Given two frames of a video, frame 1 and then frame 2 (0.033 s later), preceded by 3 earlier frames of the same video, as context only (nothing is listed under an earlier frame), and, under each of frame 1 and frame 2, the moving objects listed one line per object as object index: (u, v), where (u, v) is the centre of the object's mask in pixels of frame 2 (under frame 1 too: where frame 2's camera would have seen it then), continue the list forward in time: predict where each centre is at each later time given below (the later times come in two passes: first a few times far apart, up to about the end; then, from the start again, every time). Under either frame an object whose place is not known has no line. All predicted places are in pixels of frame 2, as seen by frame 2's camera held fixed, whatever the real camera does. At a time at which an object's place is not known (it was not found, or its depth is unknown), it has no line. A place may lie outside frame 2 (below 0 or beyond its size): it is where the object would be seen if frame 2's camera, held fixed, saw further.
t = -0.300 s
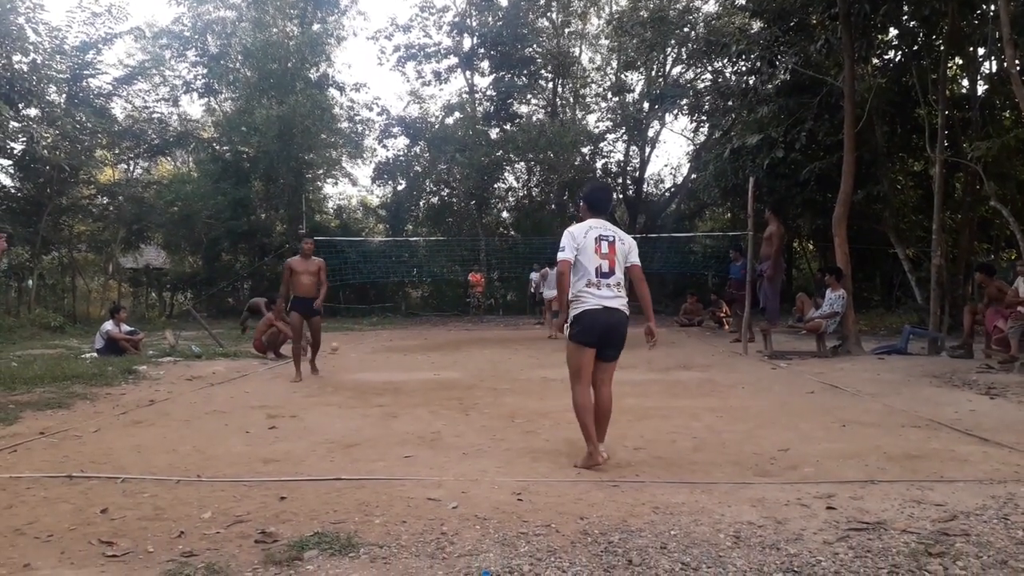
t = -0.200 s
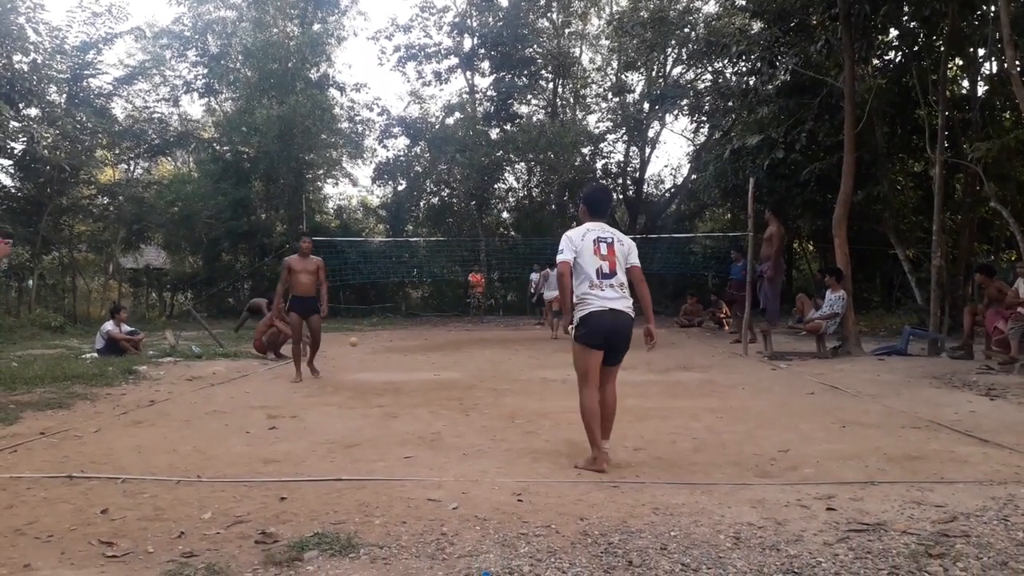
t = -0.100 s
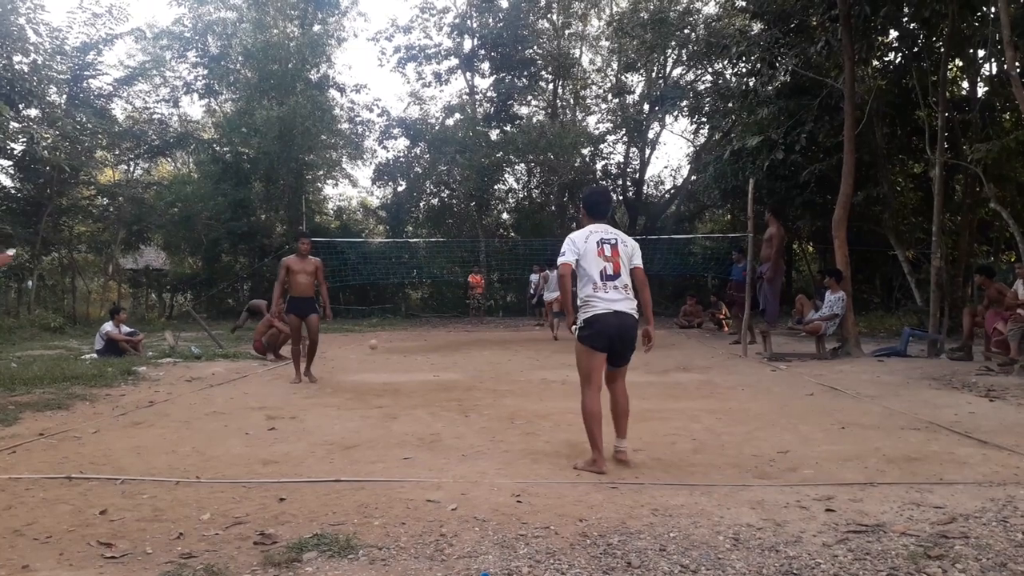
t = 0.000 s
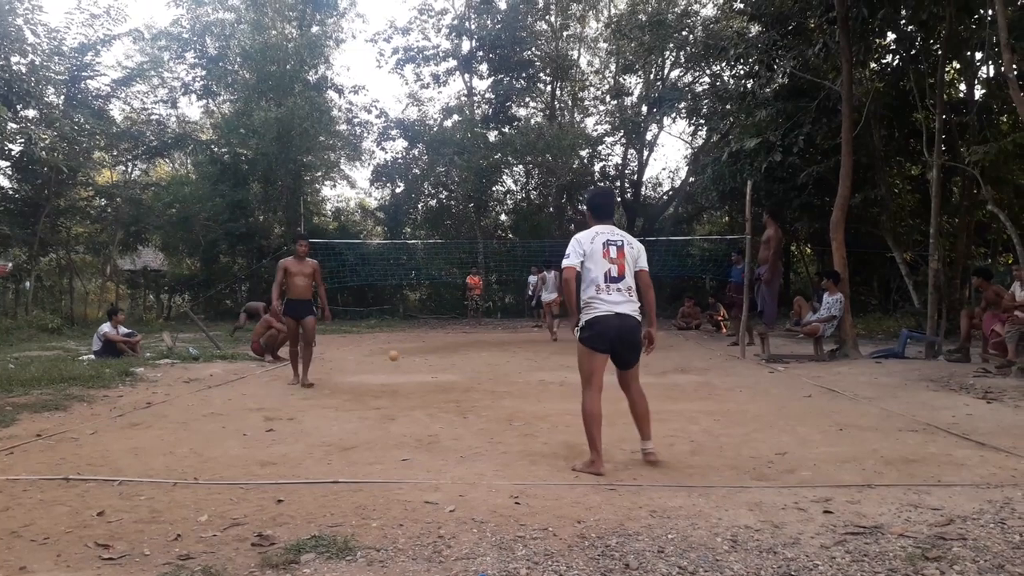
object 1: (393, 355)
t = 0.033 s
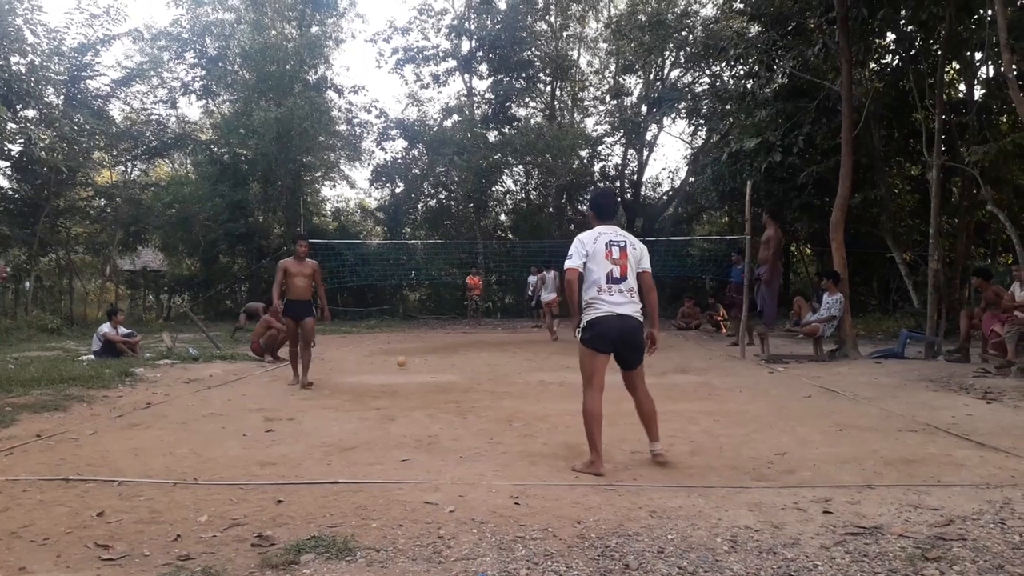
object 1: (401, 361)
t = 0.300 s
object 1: (454, 346)
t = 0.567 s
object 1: (518, 380)
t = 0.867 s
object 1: (606, 368)
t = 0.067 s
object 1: (408, 363)
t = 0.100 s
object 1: (414, 358)
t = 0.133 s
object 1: (420, 353)
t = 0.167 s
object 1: (426, 348)
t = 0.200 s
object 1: (433, 347)
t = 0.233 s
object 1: (440, 346)
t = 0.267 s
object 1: (447, 345)
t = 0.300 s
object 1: (454, 346)
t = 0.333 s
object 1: (461, 347)
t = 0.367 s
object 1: (469, 350)
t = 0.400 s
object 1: (476, 354)
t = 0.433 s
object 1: (484, 358)
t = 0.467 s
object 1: (492, 365)
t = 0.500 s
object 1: (501, 372)
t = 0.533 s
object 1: (510, 382)
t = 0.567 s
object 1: (518, 380)
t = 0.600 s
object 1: (526, 374)
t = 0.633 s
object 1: (535, 369)
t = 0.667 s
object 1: (544, 365)
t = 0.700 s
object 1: (553, 362)
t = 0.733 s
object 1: (563, 361)
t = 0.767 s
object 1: (573, 361)
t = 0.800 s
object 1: (584, 362)
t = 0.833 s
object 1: (594, 364)
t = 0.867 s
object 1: (606, 368)
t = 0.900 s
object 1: (618, 373)
